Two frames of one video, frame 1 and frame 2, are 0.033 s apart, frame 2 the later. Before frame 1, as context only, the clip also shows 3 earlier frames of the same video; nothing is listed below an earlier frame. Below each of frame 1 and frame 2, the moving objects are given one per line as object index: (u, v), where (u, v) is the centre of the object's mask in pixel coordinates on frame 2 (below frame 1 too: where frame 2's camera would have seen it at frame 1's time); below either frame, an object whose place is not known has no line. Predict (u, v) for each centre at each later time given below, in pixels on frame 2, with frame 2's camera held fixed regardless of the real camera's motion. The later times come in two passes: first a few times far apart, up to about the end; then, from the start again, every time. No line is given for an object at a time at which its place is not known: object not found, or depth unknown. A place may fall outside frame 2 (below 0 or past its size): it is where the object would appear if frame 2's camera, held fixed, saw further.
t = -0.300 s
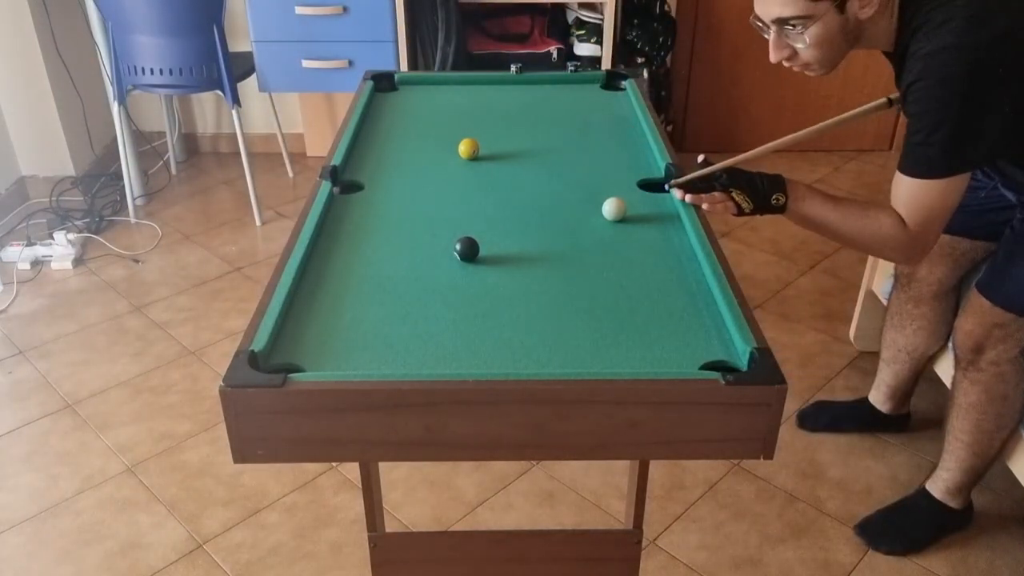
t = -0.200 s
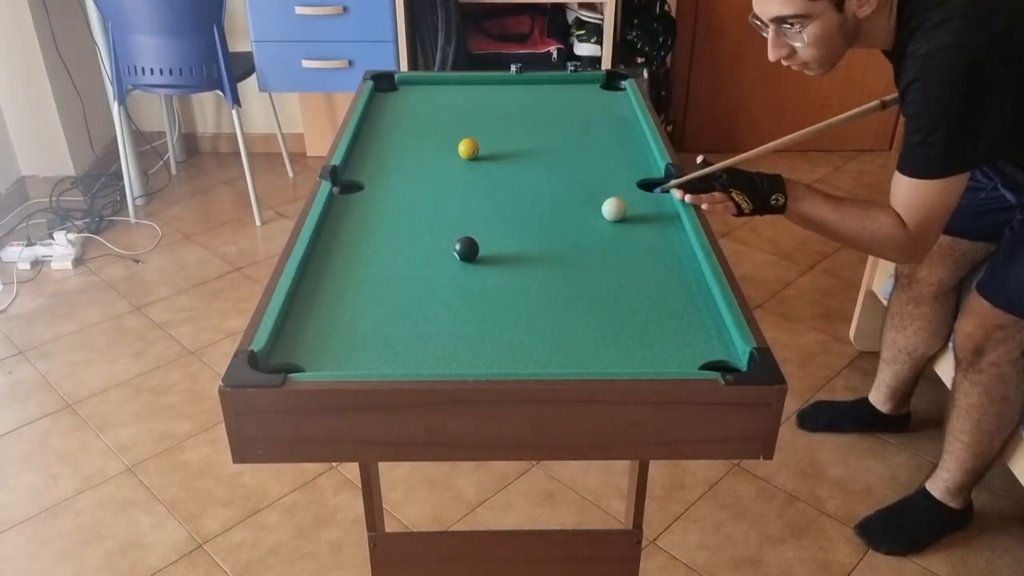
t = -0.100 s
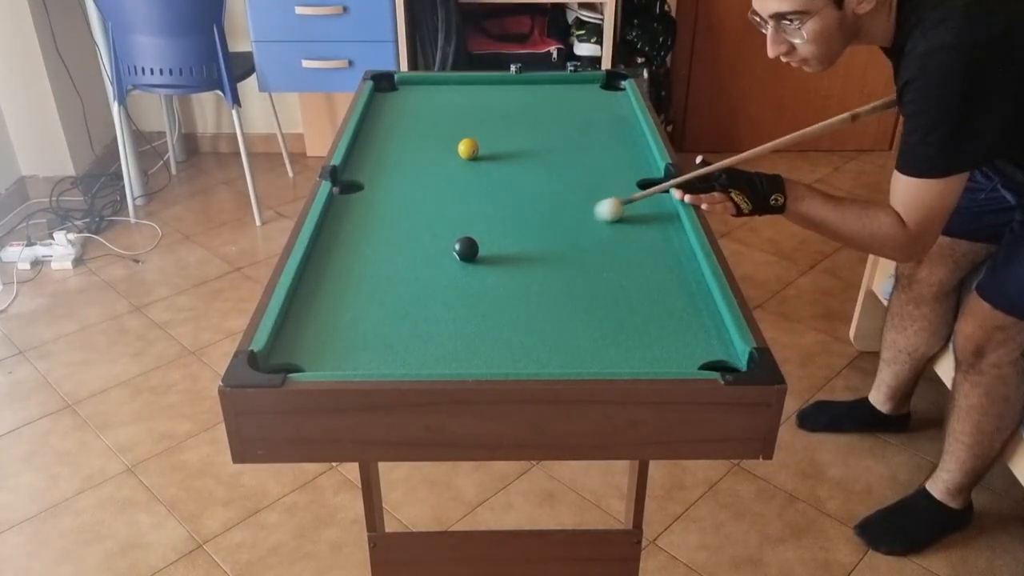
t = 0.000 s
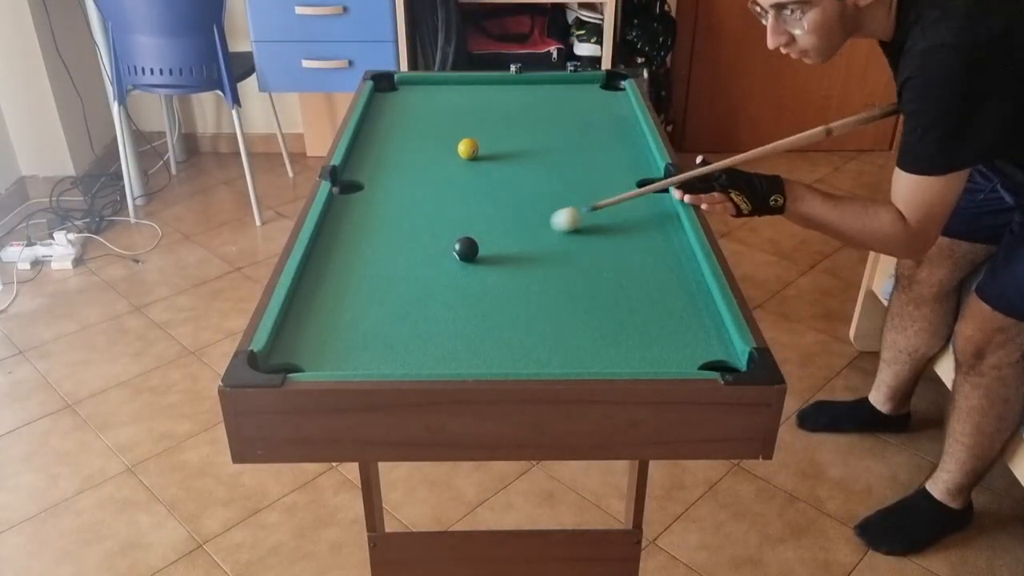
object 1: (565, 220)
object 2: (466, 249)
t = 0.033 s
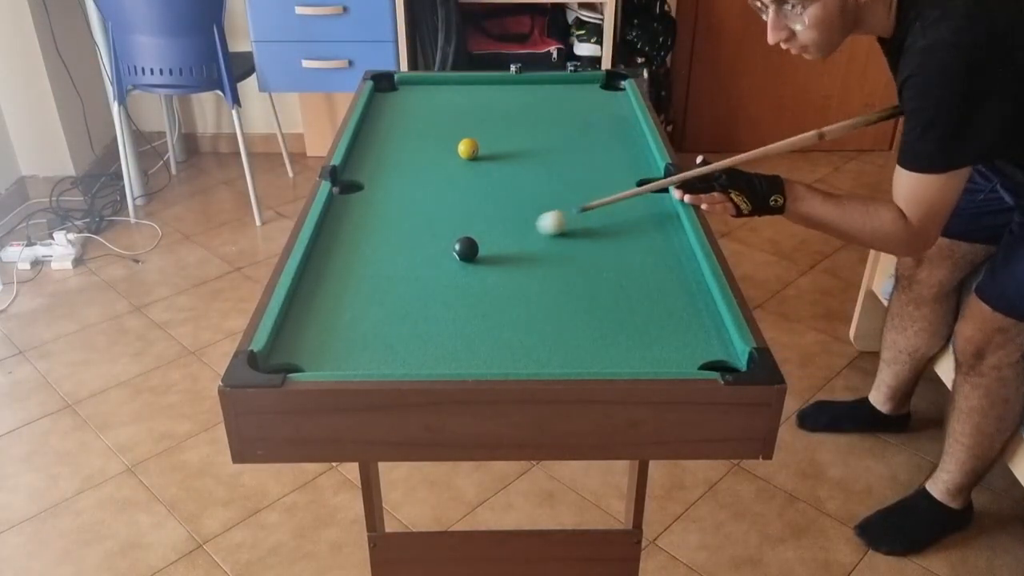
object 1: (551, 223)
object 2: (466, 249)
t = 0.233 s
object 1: (475, 237)
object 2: (456, 254)
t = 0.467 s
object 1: (428, 234)
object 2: (407, 279)
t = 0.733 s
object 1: (379, 231)
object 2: (351, 308)
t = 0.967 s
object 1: (341, 229)
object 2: (300, 334)
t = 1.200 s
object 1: (337, 227)
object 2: (296, 353)
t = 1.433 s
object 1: (349, 226)
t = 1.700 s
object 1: (358, 225)
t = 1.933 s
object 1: (361, 225)
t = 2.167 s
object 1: (361, 225)
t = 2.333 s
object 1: (361, 225)
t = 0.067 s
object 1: (537, 226)
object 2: (466, 249)
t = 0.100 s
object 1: (522, 229)
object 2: (466, 249)
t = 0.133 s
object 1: (508, 232)
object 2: (466, 249)
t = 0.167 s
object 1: (494, 235)
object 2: (466, 249)
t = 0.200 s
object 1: (483, 237)
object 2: (464, 250)
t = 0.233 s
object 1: (475, 237)
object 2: (456, 254)
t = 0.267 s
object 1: (468, 237)
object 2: (449, 258)
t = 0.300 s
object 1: (461, 237)
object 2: (442, 261)
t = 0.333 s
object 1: (454, 236)
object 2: (435, 265)
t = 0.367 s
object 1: (447, 236)
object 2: (428, 268)
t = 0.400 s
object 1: (440, 235)
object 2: (422, 272)
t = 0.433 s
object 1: (434, 235)
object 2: (414, 274)
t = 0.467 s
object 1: (428, 234)
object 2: (407, 279)
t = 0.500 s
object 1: (421, 234)
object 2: (400, 283)
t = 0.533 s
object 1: (415, 233)
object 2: (394, 286)
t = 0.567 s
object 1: (409, 233)
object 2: (386, 290)
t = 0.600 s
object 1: (403, 233)
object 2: (380, 293)
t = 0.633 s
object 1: (396, 232)
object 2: (372, 297)
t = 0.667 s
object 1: (391, 232)
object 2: (365, 301)
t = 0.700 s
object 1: (385, 232)
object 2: (358, 304)
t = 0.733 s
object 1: (379, 231)
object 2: (351, 308)
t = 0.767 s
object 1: (373, 231)
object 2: (344, 310)
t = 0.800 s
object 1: (368, 231)
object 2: (336, 315)
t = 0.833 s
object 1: (363, 230)
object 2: (329, 319)
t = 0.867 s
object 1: (357, 230)
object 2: (322, 323)
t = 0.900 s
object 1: (352, 230)
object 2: (315, 326)
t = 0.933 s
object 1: (346, 229)
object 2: (307, 330)
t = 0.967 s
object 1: (341, 229)
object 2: (300, 334)
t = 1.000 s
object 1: (336, 228)
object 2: (292, 337)
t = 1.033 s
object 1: (332, 228)
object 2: (286, 341)
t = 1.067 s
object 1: (328, 228)
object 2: (287, 344)
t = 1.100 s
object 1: (330, 227)
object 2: (289, 345)
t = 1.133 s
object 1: (332, 227)
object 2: (291, 348)
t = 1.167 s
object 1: (335, 227)
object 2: (293, 350)
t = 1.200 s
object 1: (337, 227)
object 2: (296, 353)
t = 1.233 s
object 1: (339, 227)
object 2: (296, 356)
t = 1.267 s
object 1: (341, 226)
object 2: (295, 360)
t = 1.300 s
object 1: (342, 226)
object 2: (290, 365)
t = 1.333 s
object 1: (344, 226)
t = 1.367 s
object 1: (346, 226)
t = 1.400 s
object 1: (347, 226)
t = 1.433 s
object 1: (349, 226)
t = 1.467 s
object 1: (351, 226)
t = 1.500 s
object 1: (352, 226)
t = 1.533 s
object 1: (353, 226)
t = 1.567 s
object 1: (355, 226)
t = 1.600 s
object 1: (356, 226)
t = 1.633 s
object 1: (356, 225)
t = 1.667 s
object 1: (357, 225)
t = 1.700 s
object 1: (358, 225)
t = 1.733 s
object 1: (359, 225)
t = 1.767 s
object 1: (359, 225)
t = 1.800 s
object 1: (360, 225)
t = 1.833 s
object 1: (360, 225)
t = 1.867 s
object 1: (361, 225)
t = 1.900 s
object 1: (361, 225)
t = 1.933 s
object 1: (361, 225)
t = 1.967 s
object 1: (361, 225)
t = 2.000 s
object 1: (361, 225)
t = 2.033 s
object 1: (361, 225)
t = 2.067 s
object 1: (361, 225)
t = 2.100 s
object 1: (361, 225)
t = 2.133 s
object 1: (361, 225)
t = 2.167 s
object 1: (361, 225)
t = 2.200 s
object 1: (361, 225)
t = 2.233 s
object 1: (361, 225)
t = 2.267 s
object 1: (361, 225)
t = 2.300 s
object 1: (361, 225)
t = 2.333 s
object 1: (361, 225)
